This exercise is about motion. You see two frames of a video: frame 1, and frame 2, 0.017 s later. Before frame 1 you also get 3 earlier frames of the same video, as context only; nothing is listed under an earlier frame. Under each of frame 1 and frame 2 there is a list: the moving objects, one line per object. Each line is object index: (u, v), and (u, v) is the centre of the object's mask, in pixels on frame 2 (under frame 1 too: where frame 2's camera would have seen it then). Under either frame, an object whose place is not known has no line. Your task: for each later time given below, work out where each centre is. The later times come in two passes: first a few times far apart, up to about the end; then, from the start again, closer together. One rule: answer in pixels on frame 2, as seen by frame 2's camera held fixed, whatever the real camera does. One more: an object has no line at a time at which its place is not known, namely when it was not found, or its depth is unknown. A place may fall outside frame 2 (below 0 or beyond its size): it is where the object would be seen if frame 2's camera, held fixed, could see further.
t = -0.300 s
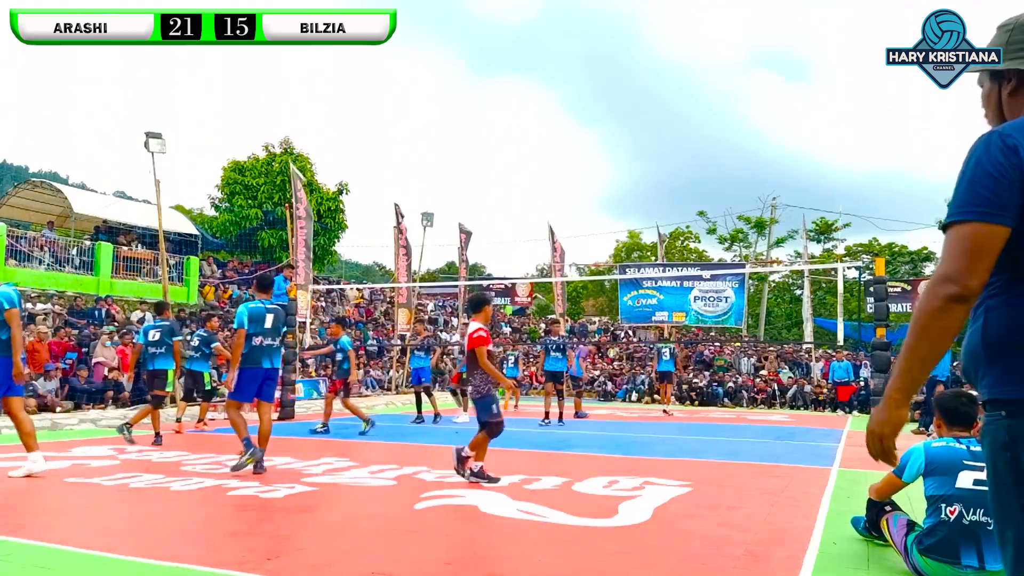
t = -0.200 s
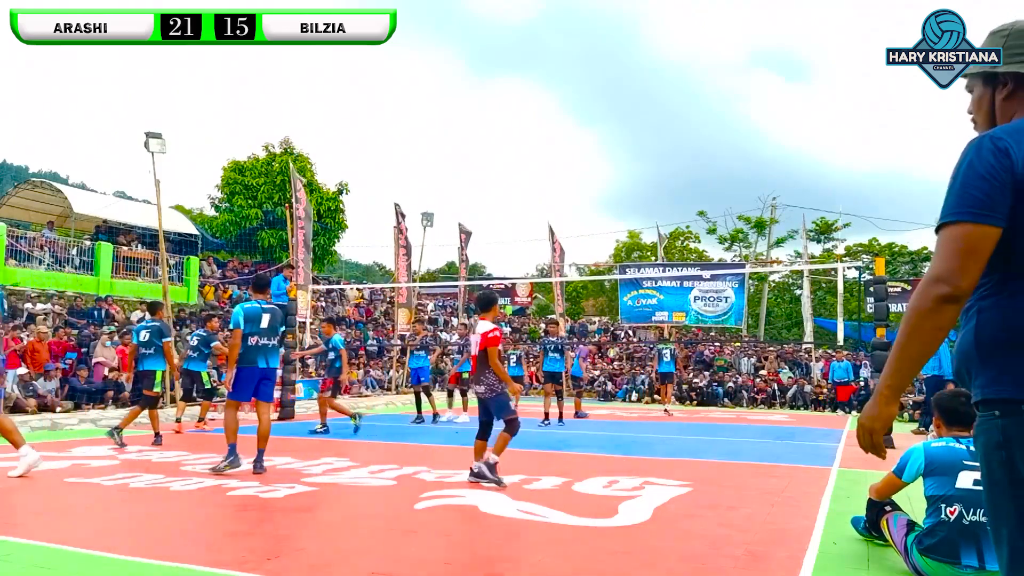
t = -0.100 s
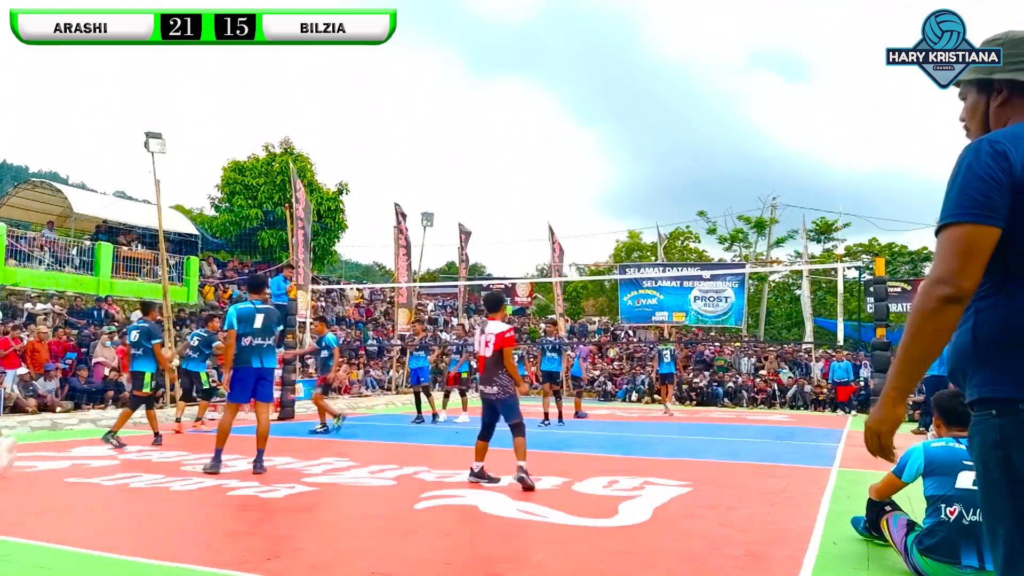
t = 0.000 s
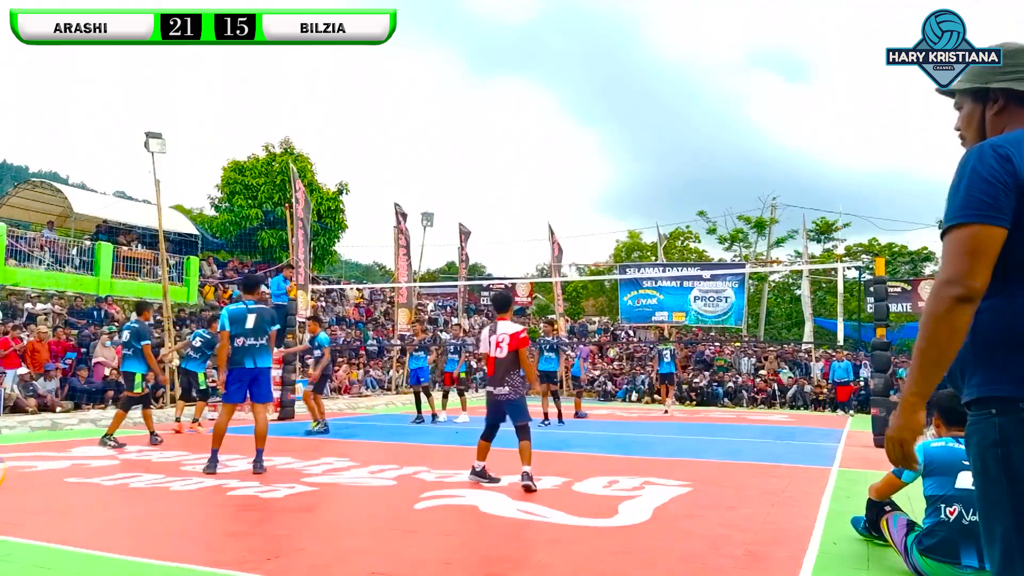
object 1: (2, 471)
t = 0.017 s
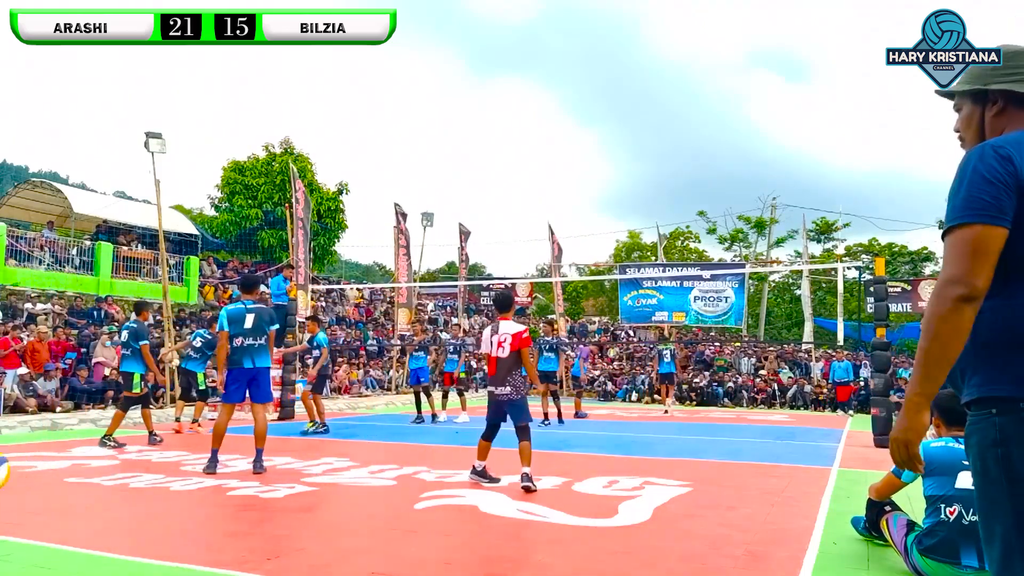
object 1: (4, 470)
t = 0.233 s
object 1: (103, 496)
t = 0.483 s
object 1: (257, 523)
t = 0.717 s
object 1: (412, 515)
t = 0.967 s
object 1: (596, 562)
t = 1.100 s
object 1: (707, 550)
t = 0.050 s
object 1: (12, 467)
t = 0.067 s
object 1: (18, 468)
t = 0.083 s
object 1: (22, 468)
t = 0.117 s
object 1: (38, 470)
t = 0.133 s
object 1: (47, 472)
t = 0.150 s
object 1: (57, 474)
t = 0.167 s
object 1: (66, 477)
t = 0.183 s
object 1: (76, 481)
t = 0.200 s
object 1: (83, 485)
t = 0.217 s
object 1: (95, 490)
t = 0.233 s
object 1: (103, 496)
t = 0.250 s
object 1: (113, 502)
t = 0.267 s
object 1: (123, 509)
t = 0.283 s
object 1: (134, 516)
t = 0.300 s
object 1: (142, 525)
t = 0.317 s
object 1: (153, 535)
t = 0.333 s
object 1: (168, 547)
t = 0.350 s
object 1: (177, 554)
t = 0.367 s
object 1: (183, 556)
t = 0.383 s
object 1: (194, 558)
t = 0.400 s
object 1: (203, 556)
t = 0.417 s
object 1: (214, 550)
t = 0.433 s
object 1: (223, 543)
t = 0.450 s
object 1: (235, 535)
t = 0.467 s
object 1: (243, 531)
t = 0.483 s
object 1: (257, 523)
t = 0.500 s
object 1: (266, 518)
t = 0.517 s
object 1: (278, 514)
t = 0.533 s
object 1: (288, 511)
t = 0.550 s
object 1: (300, 508)
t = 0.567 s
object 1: (310, 506)
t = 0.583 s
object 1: (323, 504)
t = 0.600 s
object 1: (332, 502)
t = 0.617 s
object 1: (344, 502)
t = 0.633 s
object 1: (353, 502)
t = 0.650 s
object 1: (366, 503)
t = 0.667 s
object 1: (376, 503)
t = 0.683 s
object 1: (390, 508)
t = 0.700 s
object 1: (398, 510)
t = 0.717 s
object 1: (412, 515)
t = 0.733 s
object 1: (422, 518)
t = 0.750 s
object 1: (435, 525)
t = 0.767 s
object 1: (446, 529)
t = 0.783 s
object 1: (459, 538)
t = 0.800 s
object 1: (470, 544)
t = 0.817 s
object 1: (484, 553)
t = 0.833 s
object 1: (495, 556)
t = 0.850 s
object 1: (508, 561)
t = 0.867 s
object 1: (516, 566)
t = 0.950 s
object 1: (586, 564)
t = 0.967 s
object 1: (596, 562)
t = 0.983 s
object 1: (611, 560)
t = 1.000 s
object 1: (624, 557)
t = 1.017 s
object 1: (637, 555)
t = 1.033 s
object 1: (651, 553)
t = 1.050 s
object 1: (666, 553)
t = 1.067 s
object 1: (678, 550)
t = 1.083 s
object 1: (692, 550)
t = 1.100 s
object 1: (707, 550)
